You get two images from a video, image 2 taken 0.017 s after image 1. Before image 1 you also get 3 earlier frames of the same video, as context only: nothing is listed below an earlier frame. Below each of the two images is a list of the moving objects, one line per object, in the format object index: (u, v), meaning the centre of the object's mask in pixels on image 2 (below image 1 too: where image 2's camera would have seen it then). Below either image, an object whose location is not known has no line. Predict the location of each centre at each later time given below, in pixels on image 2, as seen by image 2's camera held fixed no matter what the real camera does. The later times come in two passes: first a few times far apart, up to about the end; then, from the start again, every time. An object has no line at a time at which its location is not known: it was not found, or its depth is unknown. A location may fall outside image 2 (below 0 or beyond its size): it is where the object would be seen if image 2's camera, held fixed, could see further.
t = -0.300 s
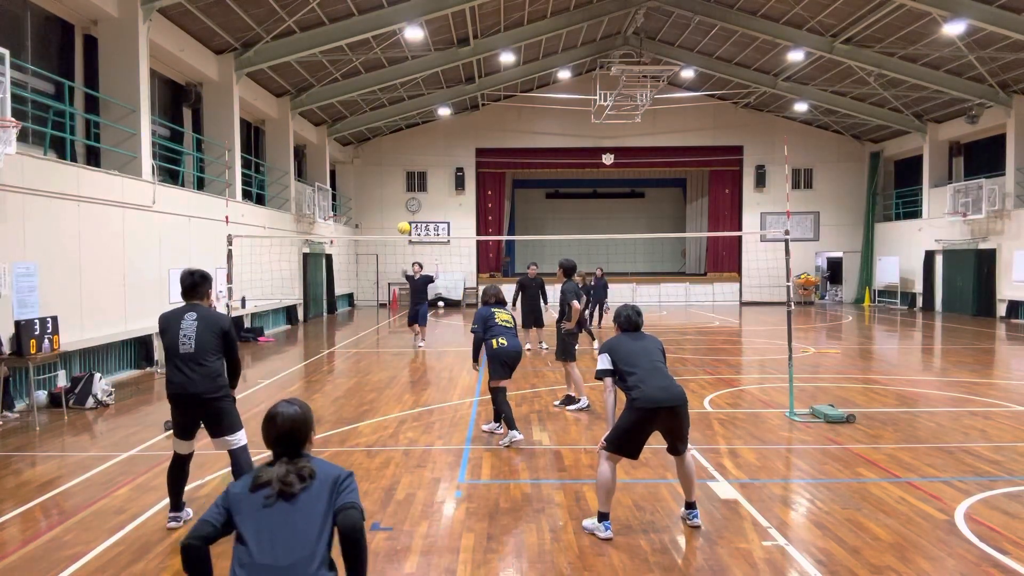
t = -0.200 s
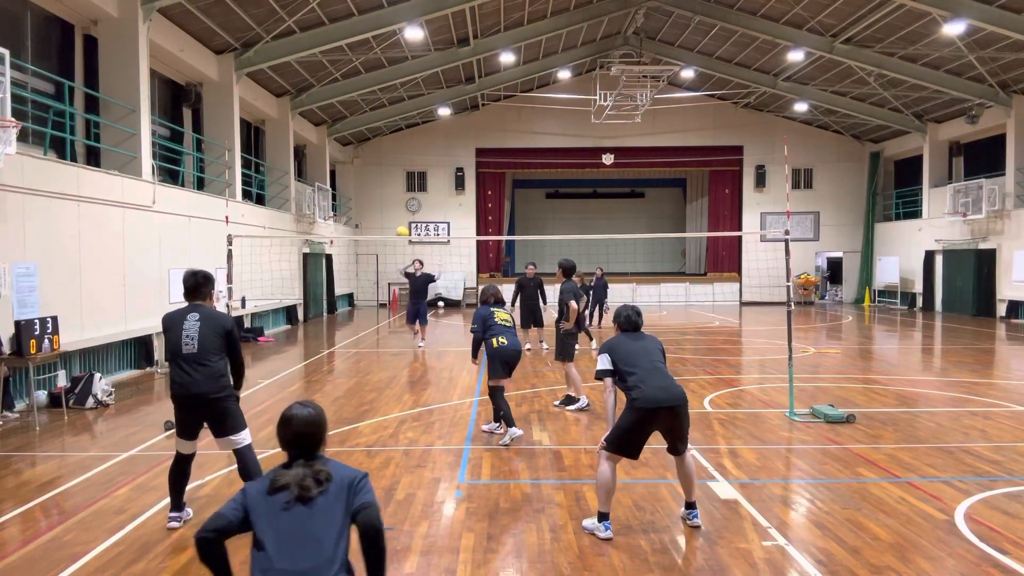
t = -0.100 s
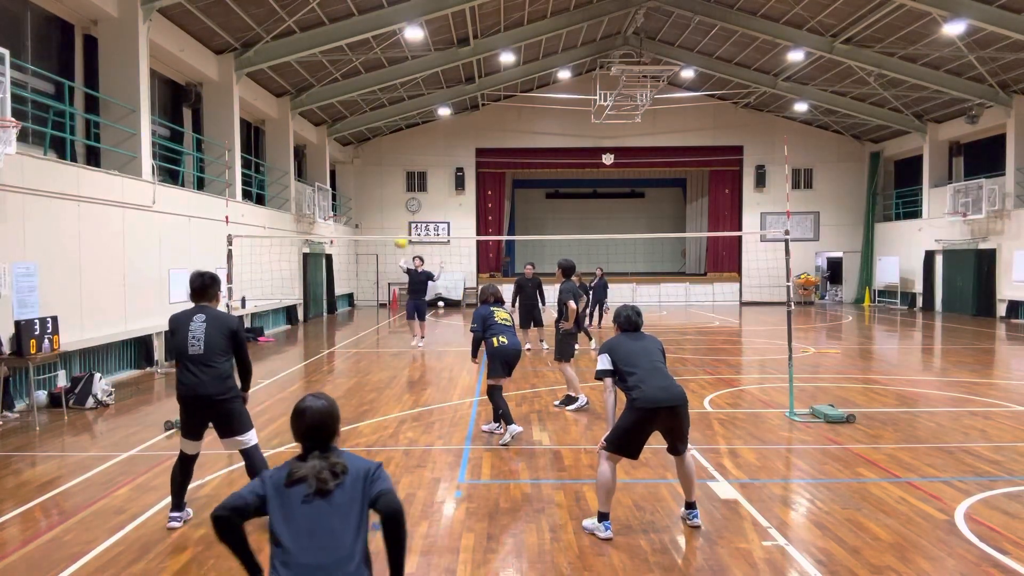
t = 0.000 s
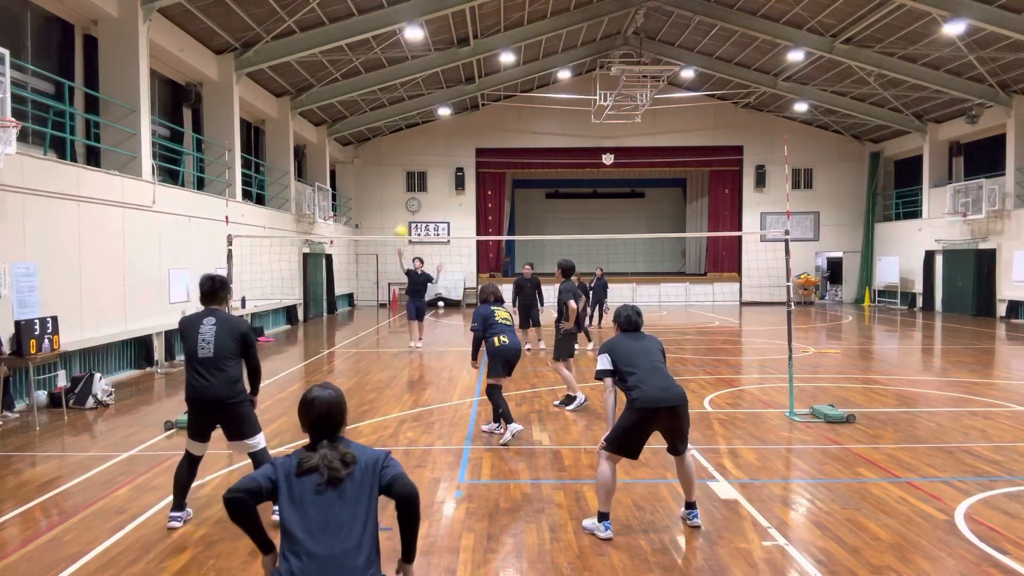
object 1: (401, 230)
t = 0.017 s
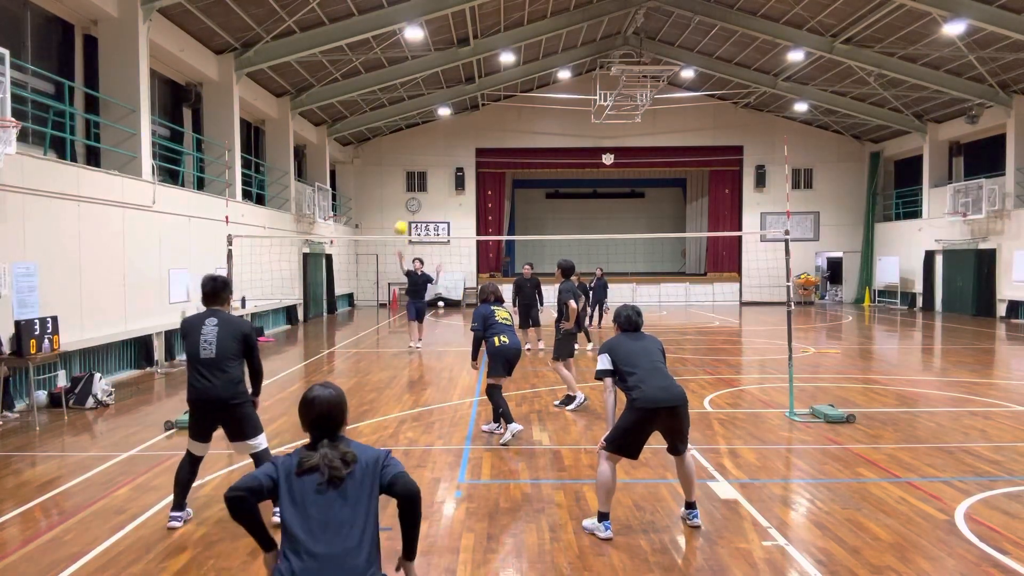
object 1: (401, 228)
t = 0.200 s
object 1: (406, 181)
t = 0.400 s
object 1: (410, 141)
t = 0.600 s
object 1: (413, 128)
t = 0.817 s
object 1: (413, 171)
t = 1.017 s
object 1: (412, 297)
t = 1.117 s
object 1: (411, 402)
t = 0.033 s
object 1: (401, 224)
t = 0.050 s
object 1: (402, 219)
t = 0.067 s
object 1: (402, 214)
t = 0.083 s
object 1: (402, 210)
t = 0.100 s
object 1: (403, 206)
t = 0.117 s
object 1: (403, 201)
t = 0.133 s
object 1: (404, 197)
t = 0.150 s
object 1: (404, 193)
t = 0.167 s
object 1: (405, 189)
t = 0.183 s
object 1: (406, 185)
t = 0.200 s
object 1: (406, 181)
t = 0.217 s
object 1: (406, 177)
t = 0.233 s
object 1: (407, 173)
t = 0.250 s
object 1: (407, 169)
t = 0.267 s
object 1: (407, 166)
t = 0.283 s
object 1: (408, 162)
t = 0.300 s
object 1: (408, 159)
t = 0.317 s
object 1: (408, 155)
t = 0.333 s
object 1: (409, 152)
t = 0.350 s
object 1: (409, 149)
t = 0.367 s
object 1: (409, 146)
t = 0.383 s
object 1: (410, 143)
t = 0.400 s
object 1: (410, 141)
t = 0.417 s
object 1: (410, 138)
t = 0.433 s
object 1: (411, 136)
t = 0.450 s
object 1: (411, 134)
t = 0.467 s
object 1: (411, 132)
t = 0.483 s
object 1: (411, 130)
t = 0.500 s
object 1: (412, 129)
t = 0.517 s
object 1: (412, 128)
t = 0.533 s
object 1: (412, 127)
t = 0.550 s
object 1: (412, 127)
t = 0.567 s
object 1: (413, 127)
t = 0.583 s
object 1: (413, 128)
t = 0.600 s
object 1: (413, 128)
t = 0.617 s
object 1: (413, 129)
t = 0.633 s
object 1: (414, 130)
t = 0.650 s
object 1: (414, 131)
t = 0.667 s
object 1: (414, 133)
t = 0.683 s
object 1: (414, 136)
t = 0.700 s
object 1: (414, 139)
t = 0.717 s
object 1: (414, 142)
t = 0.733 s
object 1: (414, 145)
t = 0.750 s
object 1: (413, 149)
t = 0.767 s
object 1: (413, 154)
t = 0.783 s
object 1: (413, 159)
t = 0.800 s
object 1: (413, 165)
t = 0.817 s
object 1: (413, 171)
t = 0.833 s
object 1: (412, 178)
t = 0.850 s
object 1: (412, 185)
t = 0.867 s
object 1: (412, 192)
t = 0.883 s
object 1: (411, 201)
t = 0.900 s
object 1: (411, 210)
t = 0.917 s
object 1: (411, 221)
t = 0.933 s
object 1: (411, 231)
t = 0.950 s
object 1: (412, 244)
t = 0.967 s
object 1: (412, 255)
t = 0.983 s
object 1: (411, 269)
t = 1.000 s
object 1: (412, 282)
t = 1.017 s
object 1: (412, 297)
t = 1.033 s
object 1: (412, 311)
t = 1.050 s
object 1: (411, 328)
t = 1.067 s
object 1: (412, 343)
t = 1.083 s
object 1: (412, 362)
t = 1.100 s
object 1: (411, 383)
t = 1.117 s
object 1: (411, 402)
